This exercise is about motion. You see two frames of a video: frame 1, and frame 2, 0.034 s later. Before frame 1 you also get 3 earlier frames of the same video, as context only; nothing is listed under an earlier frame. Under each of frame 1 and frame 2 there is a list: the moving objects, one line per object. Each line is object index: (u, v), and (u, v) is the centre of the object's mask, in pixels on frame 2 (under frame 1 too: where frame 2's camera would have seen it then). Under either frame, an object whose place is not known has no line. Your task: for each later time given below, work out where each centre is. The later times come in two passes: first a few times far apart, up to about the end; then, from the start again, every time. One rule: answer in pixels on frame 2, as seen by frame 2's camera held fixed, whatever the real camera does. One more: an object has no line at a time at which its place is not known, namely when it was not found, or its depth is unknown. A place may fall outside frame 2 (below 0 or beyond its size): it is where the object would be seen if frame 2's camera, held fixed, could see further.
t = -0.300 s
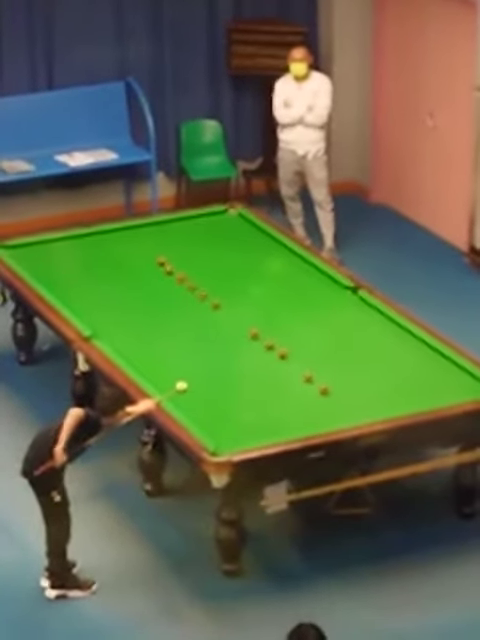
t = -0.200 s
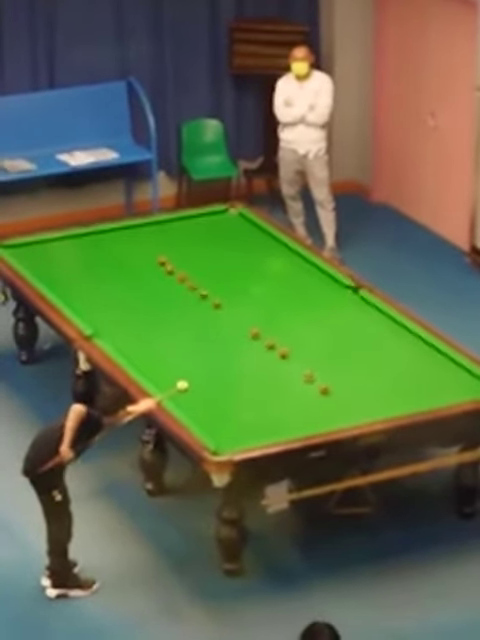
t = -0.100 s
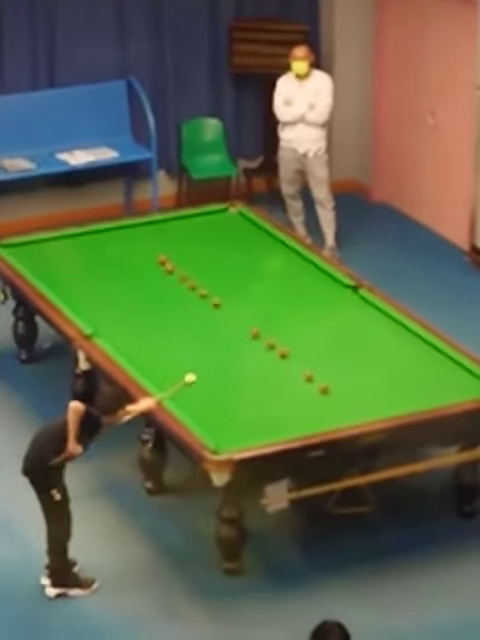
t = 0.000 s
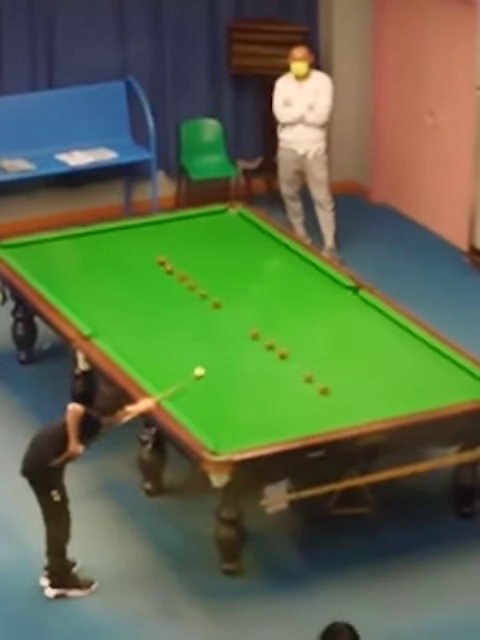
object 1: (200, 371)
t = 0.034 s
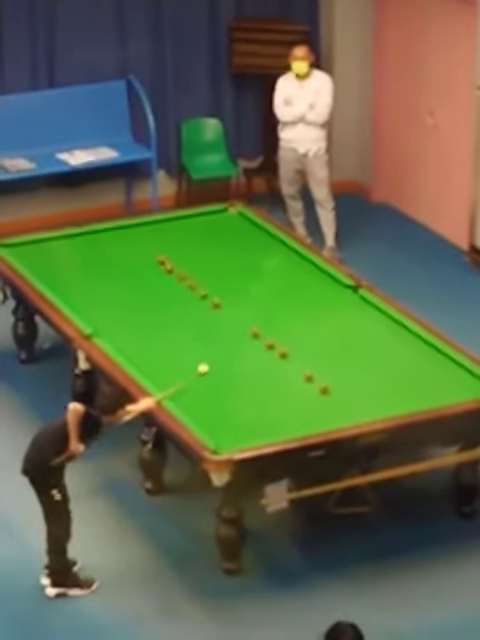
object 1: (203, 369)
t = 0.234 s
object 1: (221, 355)
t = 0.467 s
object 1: (242, 339)
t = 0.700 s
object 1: (247, 331)
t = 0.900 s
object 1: (246, 327)
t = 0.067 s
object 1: (206, 367)
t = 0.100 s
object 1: (209, 364)
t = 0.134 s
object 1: (212, 362)
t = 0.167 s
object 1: (215, 360)
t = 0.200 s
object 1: (218, 357)
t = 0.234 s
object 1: (221, 355)
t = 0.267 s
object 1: (224, 353)
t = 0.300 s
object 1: (227, 350)
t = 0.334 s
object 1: (230, 348)
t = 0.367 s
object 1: (233, 346)
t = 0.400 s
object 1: (236, 344)
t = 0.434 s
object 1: (238, 342)
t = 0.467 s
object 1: (242, 339)
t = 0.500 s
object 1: (244, 338)
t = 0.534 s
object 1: (247, 335)
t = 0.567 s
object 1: (247, 334)
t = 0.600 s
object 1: (247, 334)
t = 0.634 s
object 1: (247, 333)
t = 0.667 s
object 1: (247, 332)
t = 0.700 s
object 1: (247, 331)
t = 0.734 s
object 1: (246, 331)
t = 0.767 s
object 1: (247, 330)
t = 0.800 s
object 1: (246, 329)
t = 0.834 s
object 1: (246, 328)
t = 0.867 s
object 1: (246, 327)
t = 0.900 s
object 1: (246, 327)
